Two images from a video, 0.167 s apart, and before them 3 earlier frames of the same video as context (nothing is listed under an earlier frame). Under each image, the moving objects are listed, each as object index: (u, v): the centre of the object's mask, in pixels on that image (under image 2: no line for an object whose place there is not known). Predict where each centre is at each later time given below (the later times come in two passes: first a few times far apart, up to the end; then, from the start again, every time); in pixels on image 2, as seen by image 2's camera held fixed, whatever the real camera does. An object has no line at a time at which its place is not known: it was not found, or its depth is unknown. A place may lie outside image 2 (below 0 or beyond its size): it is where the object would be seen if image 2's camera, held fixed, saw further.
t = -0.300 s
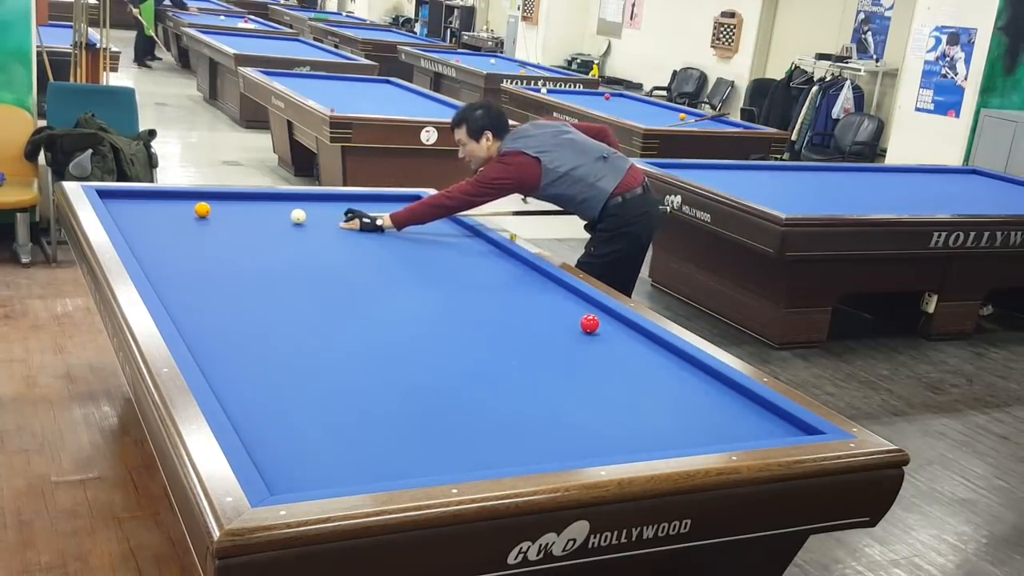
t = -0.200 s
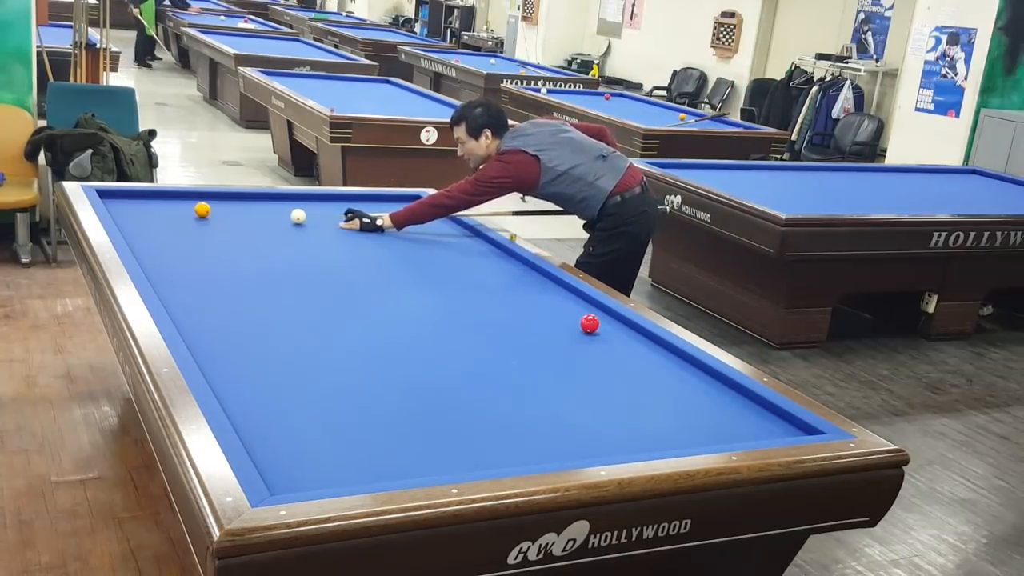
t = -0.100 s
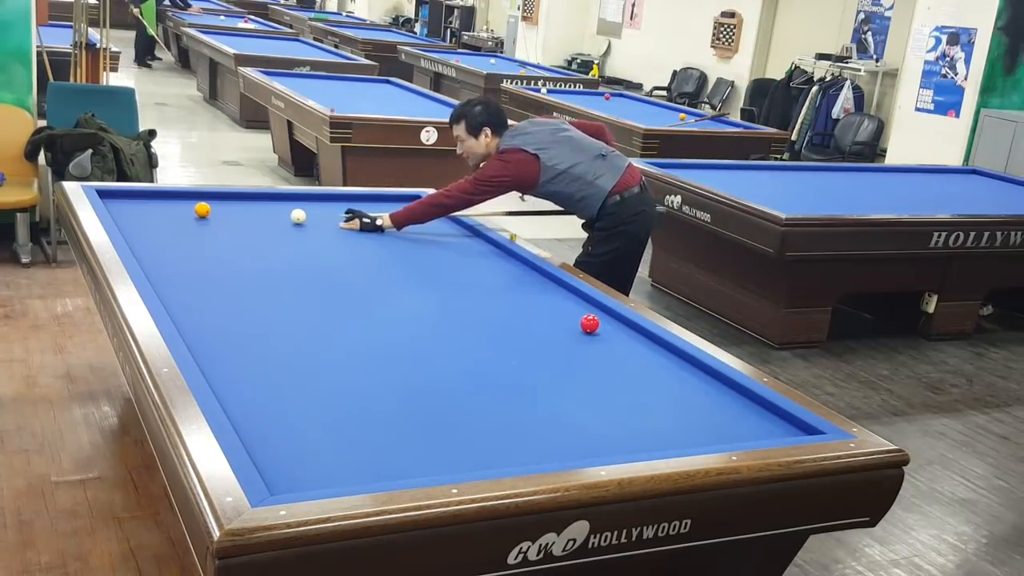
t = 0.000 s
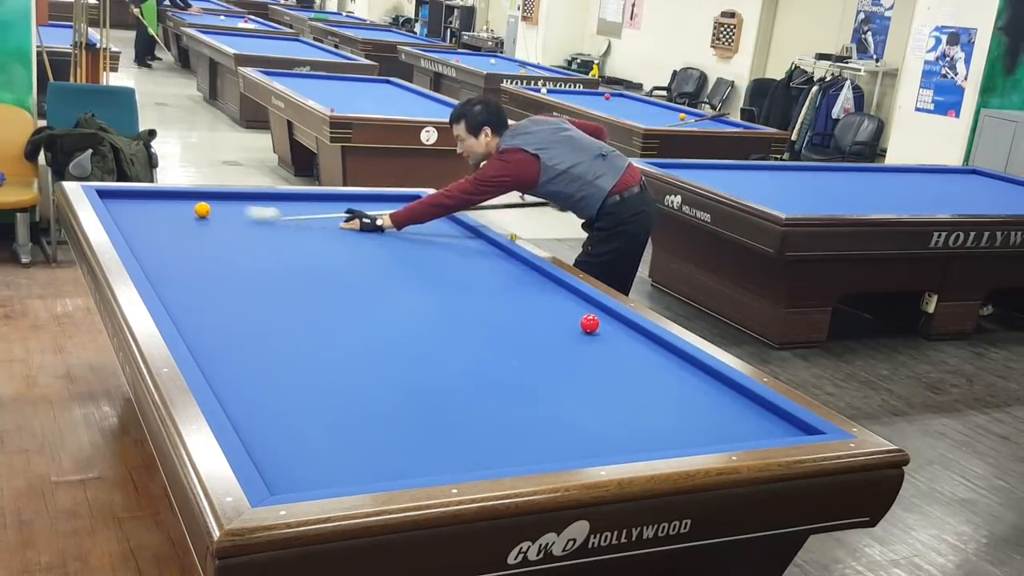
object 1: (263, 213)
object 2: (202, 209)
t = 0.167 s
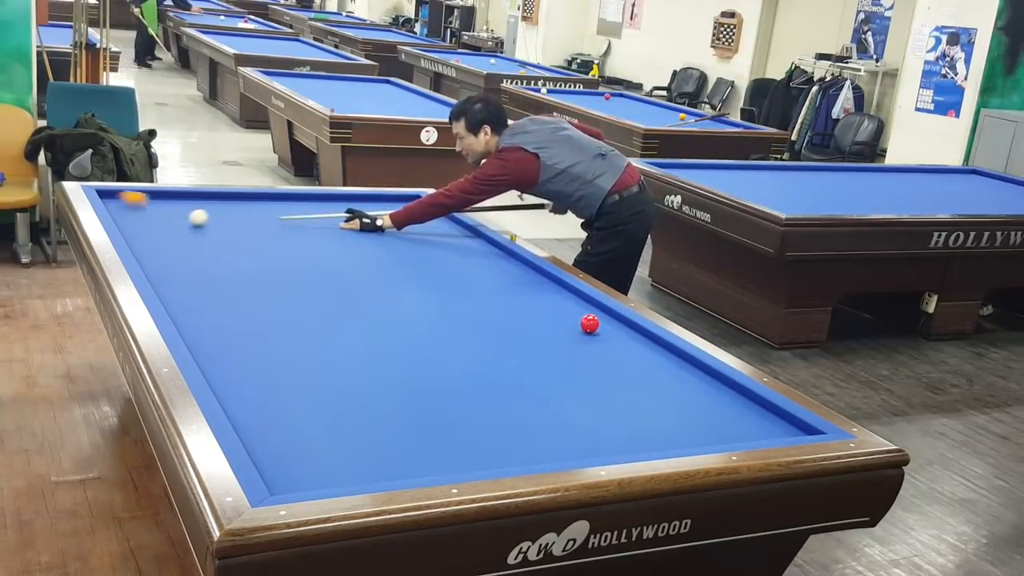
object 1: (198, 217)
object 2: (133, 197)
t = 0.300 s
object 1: (175, 224)
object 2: (133, 194)
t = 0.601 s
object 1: (144, 240)
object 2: (232, 206)
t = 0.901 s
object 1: (199, 263)
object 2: (320, 217)
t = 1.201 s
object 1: (255, 287)
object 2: (406, 228)
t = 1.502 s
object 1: (316, 313)
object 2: (480, 238)
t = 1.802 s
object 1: (384, 342)
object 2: (458, 253)
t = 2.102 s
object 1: (457, 374)
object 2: (438, 270)
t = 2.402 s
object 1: (540, 410)
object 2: (415, 288)
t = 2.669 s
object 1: (621, 444)
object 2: (393, 307)
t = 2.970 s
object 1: (654, 421)
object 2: (365, 330)
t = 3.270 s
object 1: (678, 396)
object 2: (332, 357)
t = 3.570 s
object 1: (699, 375)
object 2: (295, 388)
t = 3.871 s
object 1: (661, 358)
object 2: (251, 423)
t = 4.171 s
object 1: (609, 343)
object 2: (295, 447)
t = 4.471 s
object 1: (560, 330)
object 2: (347, 470)
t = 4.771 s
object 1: (515, 317)
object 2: (375, 468)
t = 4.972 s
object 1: (487, 309)
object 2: (381, 457)
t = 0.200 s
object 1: (192, 219)
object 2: (114, 195)
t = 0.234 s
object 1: (187, 220)
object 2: (107, 193)
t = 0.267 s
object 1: (181, 222)
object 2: (120, 193)
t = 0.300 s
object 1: (175, 224)
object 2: (133, 194)
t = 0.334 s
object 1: (168, 225)
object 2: (146, 195)
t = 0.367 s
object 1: (162, 227)
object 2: (158, 197)
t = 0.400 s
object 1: (156, 229)
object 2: (170, 198)
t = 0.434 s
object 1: (150, 230)
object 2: (181, 200)
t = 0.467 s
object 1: (143, 232)
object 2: (192, 201)
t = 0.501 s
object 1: (137, 234)
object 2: (202, 202)
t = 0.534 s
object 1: (131, 235)
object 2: (212, 203)
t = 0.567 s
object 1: (136, 238)
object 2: (222, 205)
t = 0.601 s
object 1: (144, 240)
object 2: (232, 206)
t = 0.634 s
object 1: (151, 243)
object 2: (242, 207)
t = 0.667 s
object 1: (158, 245)
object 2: (251, 209)
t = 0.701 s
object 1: (164, 248)
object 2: (261, 210)
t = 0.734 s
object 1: (170, 250)
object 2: (271, 211)
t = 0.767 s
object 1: (175, 253)
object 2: (280, 212)
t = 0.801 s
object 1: (181, 255)
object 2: (291, 214)
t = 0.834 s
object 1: (187, 258)
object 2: (300, 215)
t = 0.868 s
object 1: (193, 260)
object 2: (310, 216)
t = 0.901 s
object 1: (199, 263)
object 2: (320, 217)
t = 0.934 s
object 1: (205, 266)
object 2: (329, 219)
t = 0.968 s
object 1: (211, 268)
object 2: (339, 219)
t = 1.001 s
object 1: (217, 271)
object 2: (348, 221)
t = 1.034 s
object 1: (223, 273)
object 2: (358, 222)
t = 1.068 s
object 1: (230, 276)
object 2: (368, 223)
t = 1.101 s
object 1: (236, 279)
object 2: (378, 224)
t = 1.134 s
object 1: (242, 281)
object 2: (387, 225)
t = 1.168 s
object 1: (249, 284)
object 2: (397, 226)
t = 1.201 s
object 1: (255, 287)
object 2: (406, 228)
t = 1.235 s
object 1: (262, 290)
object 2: (415, 229)
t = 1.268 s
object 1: (268, 293)
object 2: (425, 230)
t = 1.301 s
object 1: (275, 296)
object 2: (434, 231)
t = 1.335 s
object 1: (282, 299)
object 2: (444, 232)
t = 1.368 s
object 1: (289, 301)
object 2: (453, 233)
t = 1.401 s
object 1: (296, 304)
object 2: (463, 234)
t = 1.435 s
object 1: (302, 307)
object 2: (473, 235)
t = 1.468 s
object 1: (309, 310)
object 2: (481, 237)
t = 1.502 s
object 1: (316, 313)
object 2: (480, 238)
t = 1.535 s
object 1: (324, 316)
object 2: (477, 240)
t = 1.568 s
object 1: (331, 319)
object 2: (473, 241)
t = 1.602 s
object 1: (338, 323)
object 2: (470, 243)
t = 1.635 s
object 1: (346, 326)
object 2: (468, 245)
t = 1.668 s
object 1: (353, 329)
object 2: (466, 246)
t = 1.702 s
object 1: (361, 332)
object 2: (464, 248)
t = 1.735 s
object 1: (368, 336)
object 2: (462, 250)
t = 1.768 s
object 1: (376, 339)
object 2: (460, 251)
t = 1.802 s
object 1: (384, 342)
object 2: (458, 253)
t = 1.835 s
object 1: (392, 345)
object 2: (456, 255)
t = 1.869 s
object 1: (399, 349)
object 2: (453, 257)
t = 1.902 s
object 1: (408, 353)
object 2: (452, 259)
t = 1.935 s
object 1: (416, 356)
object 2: (449, 261)
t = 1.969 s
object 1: (424, 360)
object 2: (447, 262)
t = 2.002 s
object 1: (432, 363)
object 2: (445, 264)
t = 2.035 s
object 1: (440, 367)
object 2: (443, 266)
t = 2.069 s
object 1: (449, 371)
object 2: (440, 268)
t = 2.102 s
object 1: (457, 374)
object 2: (438, 270)
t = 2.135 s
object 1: (466, 378)
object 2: (436, 272)
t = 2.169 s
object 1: (475, 382)
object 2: (433, 274)
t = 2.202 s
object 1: (484, 386)
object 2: (431, 276)
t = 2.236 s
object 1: (493, 390)
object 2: (428, 278)
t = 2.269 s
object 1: (502, 394)
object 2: (426, 280)
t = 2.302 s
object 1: (511, 398)
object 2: (423, 282)
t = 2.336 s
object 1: (521, 402)
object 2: (421, 284)
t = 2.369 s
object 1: (530, 406)
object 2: (418, 286)
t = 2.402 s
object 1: (540, 410)
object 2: (415, 288)
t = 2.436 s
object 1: (549, 414)
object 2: (413, 291)
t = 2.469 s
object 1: (559, 419)
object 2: (410, 293)
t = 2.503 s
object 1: (569, 423)
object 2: (407, 295)
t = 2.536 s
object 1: (579, 427)
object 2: (405, 297)
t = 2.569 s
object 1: (589, 432)
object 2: (402, 299)
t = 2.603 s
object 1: (600, 436)
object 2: (399, 302)
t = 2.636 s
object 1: (610, 441)
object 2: (396, 304)
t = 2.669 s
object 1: (621, 444)
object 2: (393, 307)
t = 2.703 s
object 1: (631, 446)
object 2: (390, 309)
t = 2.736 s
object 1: (636, 444)
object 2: (387, 312)
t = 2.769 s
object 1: (637, 441)
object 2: (384, 314)
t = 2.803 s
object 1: (640, 437)
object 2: (381, 317)
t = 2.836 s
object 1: (643, 434)
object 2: (378, 319)
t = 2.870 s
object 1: (645, 430)
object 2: (374, 322)
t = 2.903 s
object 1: (648, 427)
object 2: (371, 325)
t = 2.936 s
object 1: (651, 424)
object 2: (368, 327)
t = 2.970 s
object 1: (654, 421)
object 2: (365, 330)
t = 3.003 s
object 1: (657, 418)
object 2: (361, 333)
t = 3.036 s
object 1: (660, 415)
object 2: (358, 336)
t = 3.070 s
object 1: (662, 412)
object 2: (354, 338)
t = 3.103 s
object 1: (665, 409)
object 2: (351, 341)
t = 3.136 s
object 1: (668, 406)
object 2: (347, 344)
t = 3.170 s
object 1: (671, 404)
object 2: (343, 347)
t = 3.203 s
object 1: (673, 401)
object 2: (340, 350)
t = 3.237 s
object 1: (676, 398)
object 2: (336, 354)
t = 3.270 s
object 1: (678, 396)
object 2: (332, 357)
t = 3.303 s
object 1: (680, 393)
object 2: (328, 360)
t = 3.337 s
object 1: (683, 391)
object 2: (324, 363)
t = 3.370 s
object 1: (685, 388)
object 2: (320, 367)
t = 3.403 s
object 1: (687, 386)
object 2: (316, 370)
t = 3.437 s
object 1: (690, 384)
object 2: (312, 374)
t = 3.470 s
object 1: (692, 381)
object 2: (308, 377)
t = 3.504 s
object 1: (694, 379)
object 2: (304, 380)
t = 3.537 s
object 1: (696, 377)
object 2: (300, 384)
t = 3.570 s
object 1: (699, 375)
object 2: (295, 388)
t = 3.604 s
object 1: (701, 372)
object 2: (291, 391)
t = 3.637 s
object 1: (703, 370)
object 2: (286, 395)
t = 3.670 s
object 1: (701, 368)
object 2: (281, 399)
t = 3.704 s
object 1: (693, 366)
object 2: (277, 403)
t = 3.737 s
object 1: (686, 365)
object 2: (272, 407)
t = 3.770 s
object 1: (680, 363)
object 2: (267, 411)
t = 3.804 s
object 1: (674, 361)
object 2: (262, 414)
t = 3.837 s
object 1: (667, 360)
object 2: (257, 419)
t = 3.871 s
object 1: (661, 358)
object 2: (251, 423)
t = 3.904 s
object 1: (655, 356)
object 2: (248, 427)
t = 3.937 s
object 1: (649, 355)
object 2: (253, 430)
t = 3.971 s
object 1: (643, 353)
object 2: (260, 431)
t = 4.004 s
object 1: (637, 351)
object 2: (266, 435)
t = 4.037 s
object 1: (631, 350)
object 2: (272, 437)
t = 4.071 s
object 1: (626, 348)
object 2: (278, 439)
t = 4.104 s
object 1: (620, 346)
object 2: (283, 442)
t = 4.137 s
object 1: (615, 345)
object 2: (289, 444)
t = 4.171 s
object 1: (609, 343)
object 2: (295, 447)
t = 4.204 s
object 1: (603, 342)
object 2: (300, 449)
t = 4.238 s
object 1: (598, 340)
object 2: (306, 452)
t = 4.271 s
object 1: (592, 339)
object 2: (312, 454)
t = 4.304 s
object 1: (587, 337)
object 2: (318, 457)
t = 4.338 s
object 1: (581, 336)
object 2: (323, 459)
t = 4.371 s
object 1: (576, 334)
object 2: (329, 462)
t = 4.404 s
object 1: (570, 332)
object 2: (335, 464)
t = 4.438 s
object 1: (565, 331)
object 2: (341, 467)
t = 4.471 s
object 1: (560, 330)
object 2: (347, 470)
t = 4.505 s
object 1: (555, 328)
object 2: (353, 471)
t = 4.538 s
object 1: (550, 327)
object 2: (359, 473)
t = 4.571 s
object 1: (545, 325)
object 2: (364, 475)
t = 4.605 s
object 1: (540, 324)
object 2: (369, 475)
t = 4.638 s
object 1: (535, 322)
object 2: (370, 474)
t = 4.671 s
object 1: (530, 321)
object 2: (371, 473)
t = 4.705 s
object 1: (525, 320)
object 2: (373, 472)
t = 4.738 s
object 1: (520, 318)
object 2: (374, 470)
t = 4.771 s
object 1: (515, 317)
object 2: (375, 468)
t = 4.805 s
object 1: (510, 315)
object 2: (376, 467)
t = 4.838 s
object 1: (506, 314)
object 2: (376, 465)
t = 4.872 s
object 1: (501, 313)
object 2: (377, 463)
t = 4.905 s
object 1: (496, 311)
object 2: (379, 461)
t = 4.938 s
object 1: (492, 310)
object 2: (380, 459)
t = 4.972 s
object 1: (487, 309)
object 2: (381, 457)
